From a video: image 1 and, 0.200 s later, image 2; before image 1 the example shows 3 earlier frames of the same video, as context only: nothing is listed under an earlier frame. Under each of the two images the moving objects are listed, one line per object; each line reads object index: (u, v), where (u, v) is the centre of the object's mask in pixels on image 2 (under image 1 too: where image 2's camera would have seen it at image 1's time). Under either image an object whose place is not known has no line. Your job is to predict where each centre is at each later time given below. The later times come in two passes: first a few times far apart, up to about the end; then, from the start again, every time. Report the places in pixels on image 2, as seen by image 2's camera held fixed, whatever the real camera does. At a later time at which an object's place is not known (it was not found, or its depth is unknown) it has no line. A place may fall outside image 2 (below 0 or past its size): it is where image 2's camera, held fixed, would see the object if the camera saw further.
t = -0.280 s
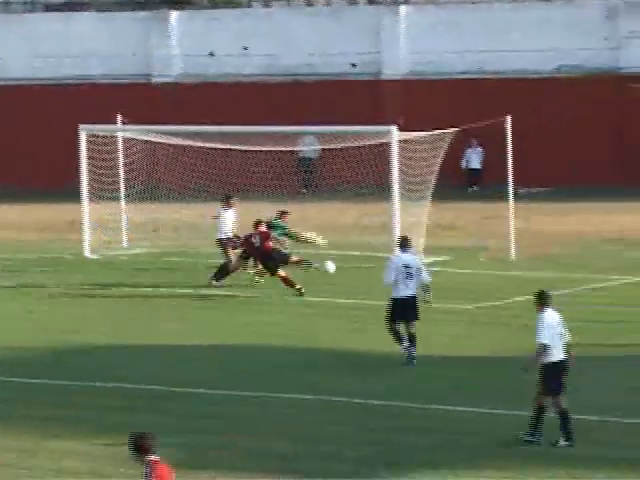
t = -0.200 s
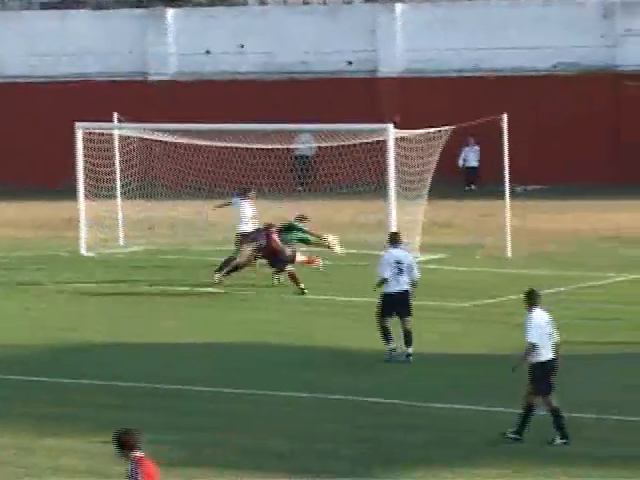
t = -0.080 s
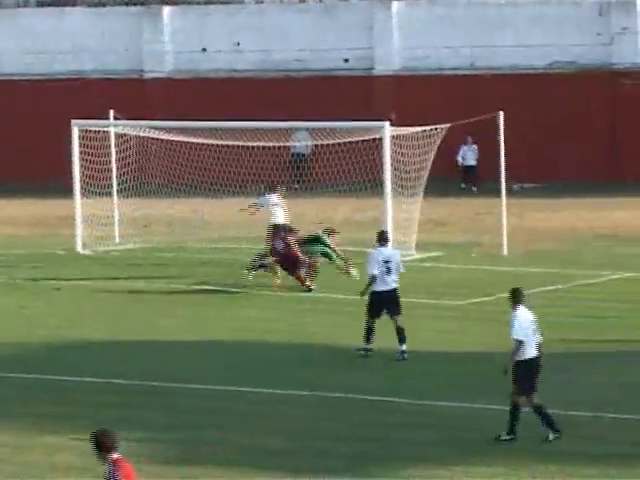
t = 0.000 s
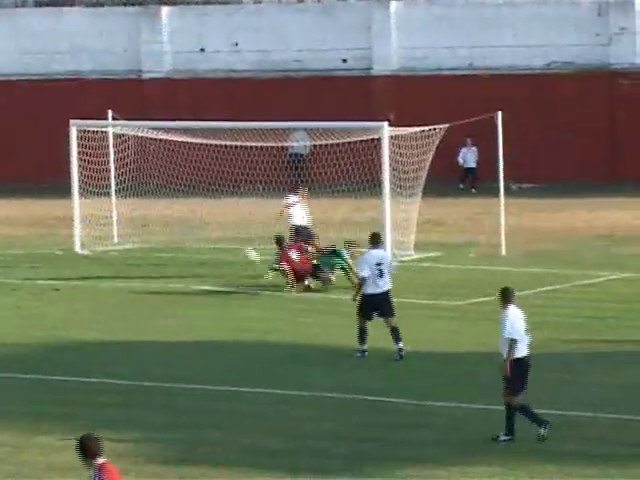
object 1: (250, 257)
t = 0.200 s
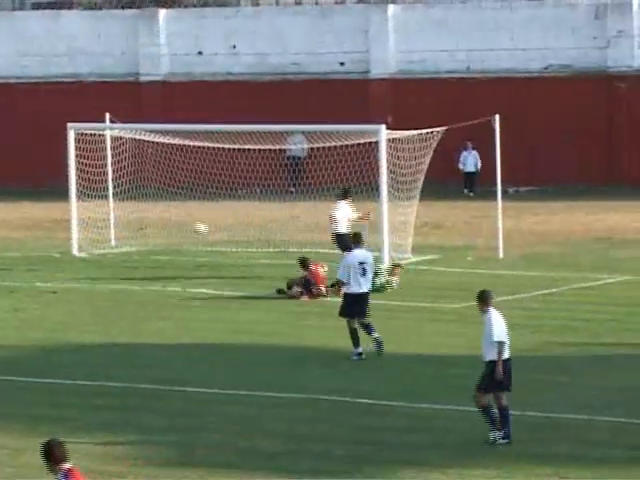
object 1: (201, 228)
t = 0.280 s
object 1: (183, 225)
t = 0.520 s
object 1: (152, 212)
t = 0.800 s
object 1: (132, 191)
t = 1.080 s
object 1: (116, 211)
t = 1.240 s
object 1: (107, 239)
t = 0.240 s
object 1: (192, 226)
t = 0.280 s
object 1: (183, 225)
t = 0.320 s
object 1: (174, 225)
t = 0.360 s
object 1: (166, 225)
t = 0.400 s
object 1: (161, 224)
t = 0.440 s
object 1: (157, 220)
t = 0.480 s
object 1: (154, 216)
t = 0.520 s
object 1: (152, 212)
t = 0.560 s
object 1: (148, 205)
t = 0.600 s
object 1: (147, 201)
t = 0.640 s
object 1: (143, 197)
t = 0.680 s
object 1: (140, 194)
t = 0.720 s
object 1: (138, 192)
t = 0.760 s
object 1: (135, 191)
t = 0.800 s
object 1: (132, 191)
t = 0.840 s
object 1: (130, 191)
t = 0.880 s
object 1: (128, 192)
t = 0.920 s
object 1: (125, 194)
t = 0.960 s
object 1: (123, 197)
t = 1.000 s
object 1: (121, 201)
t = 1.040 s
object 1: (118, 205)
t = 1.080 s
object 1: (116, 211)
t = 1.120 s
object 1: (115, 218)
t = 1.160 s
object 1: (113, 224)
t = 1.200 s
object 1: (107, 232)
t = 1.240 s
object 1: (107, 239)
